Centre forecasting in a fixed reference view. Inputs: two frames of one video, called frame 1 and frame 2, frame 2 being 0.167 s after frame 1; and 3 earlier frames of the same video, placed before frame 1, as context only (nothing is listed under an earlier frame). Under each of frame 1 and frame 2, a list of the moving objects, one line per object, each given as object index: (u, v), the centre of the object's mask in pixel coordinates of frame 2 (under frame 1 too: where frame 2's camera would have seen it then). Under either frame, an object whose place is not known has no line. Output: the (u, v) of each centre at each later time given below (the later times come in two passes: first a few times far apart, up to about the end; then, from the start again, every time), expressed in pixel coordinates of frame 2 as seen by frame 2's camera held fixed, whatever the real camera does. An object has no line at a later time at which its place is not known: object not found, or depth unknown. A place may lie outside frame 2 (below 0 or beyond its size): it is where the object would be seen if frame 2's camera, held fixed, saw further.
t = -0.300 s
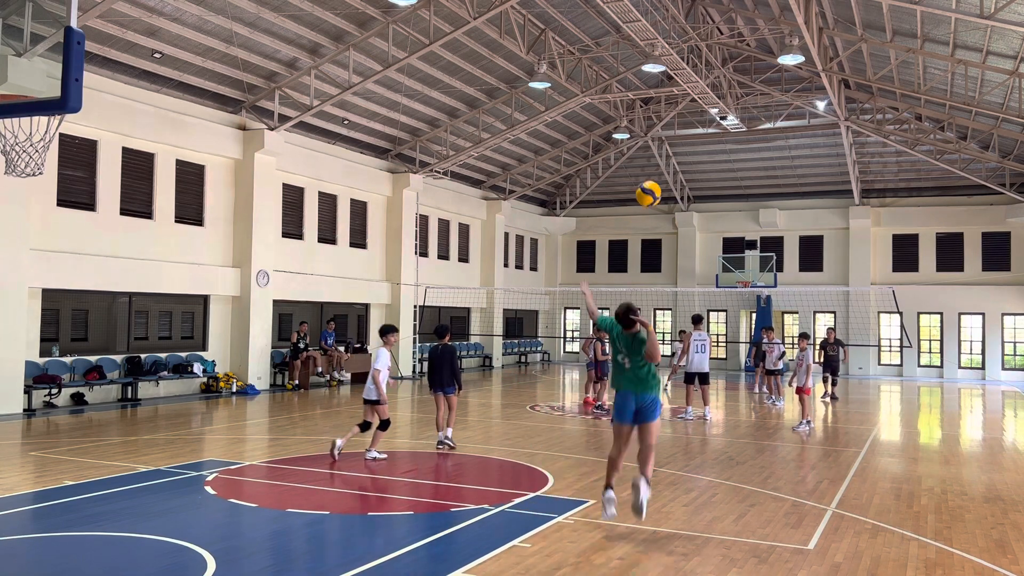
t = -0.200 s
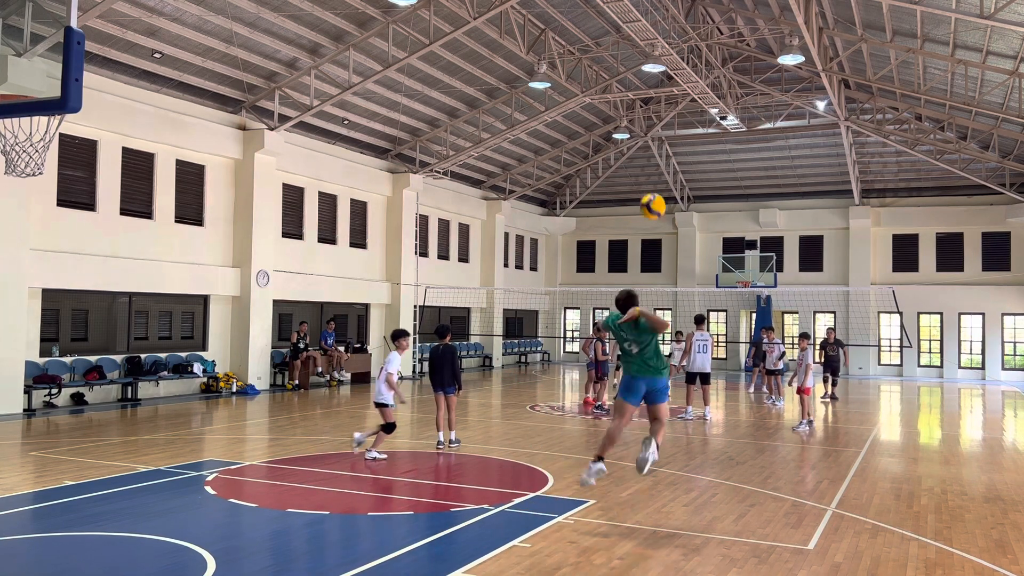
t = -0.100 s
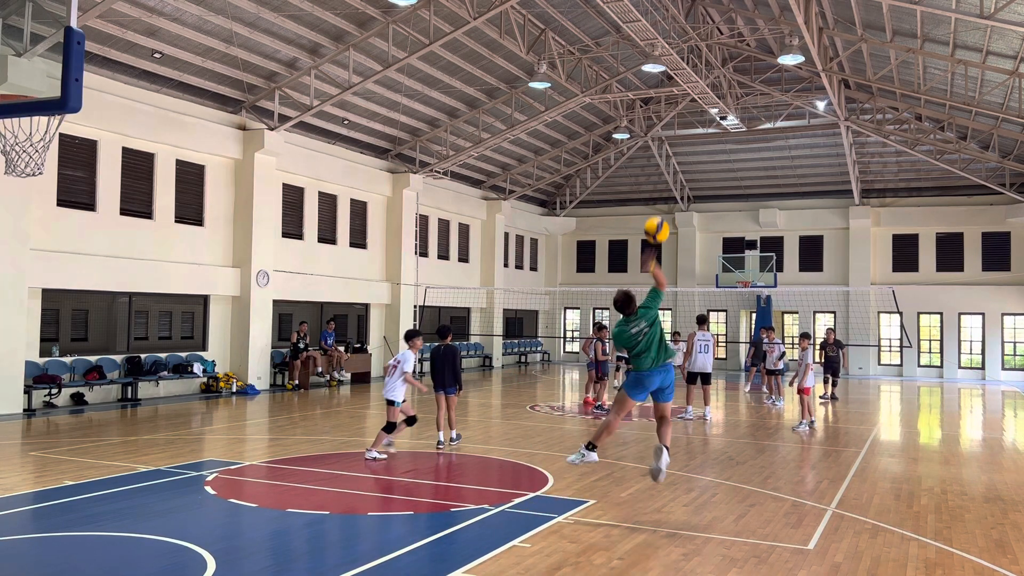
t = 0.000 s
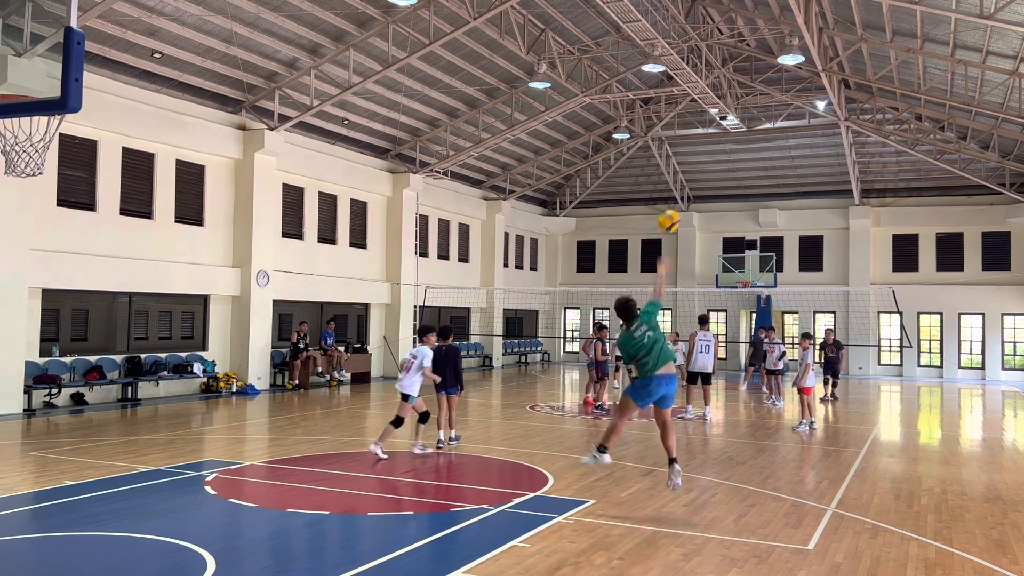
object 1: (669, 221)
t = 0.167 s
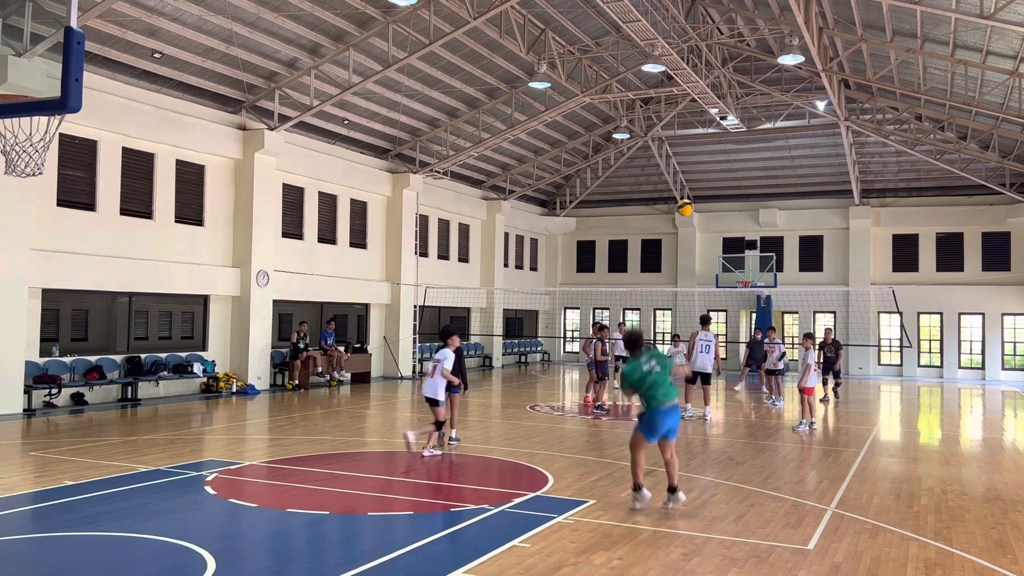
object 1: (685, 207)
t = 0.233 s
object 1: (690, 209)
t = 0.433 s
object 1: (699, 229)
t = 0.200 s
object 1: (688, 208)
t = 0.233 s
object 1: (690, 209)
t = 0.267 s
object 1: (691, 211)
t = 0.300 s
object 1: (693, 213)
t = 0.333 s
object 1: (695, 216)
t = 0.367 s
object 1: (697, 220)
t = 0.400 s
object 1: (698, 225)
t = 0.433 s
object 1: (699, 229)
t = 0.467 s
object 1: (700, 234)
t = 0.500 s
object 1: (701, 239)
